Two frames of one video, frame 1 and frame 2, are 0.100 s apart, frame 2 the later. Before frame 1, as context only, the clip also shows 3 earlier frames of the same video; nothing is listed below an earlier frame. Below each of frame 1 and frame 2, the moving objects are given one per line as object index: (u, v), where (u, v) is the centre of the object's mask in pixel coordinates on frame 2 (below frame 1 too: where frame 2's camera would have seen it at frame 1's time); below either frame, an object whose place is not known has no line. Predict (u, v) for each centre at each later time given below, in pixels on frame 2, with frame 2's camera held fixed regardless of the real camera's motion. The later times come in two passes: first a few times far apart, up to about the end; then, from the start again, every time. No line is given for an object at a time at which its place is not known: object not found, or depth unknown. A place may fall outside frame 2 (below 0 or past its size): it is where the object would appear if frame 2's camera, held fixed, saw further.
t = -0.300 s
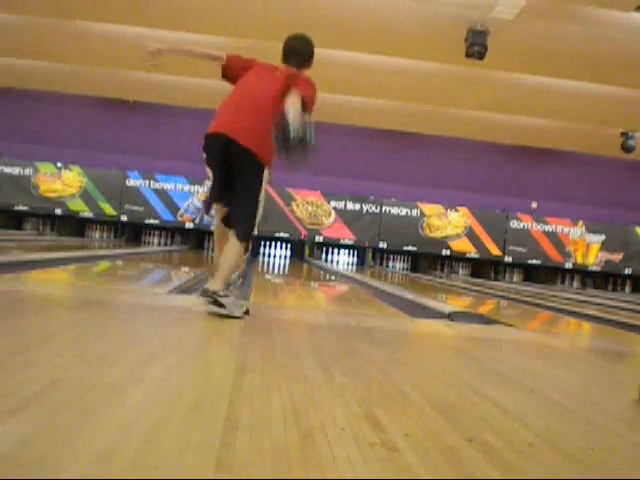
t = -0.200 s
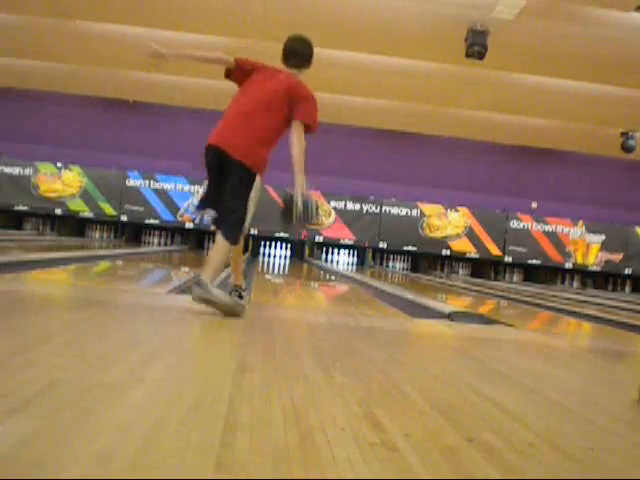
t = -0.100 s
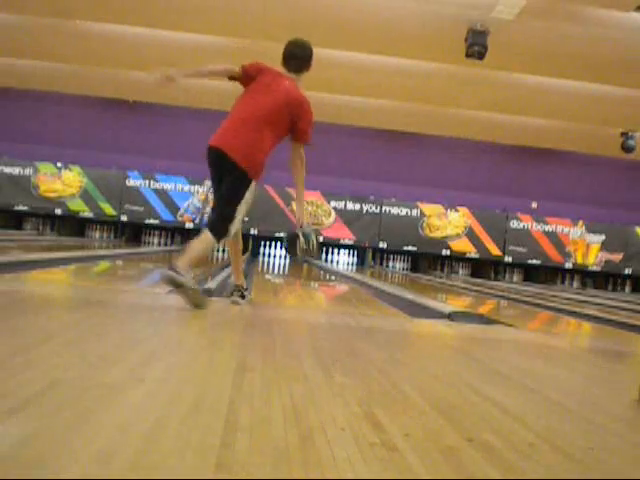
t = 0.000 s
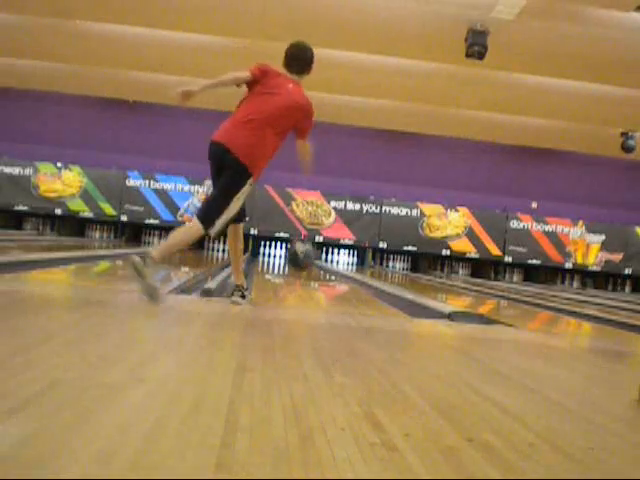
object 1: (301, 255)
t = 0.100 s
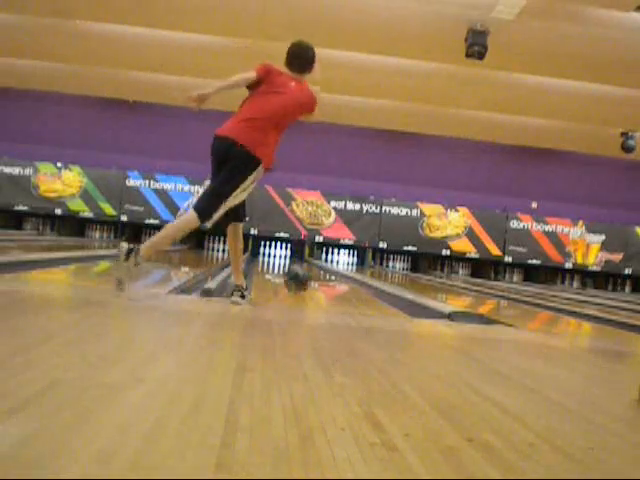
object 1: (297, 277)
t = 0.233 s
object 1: (297, 275)
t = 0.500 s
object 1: (296, 269)
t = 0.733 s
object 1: (299, 265)
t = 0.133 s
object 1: (297, 277)
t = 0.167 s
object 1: (298, 275)
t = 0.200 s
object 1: (298, 274)
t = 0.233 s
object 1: (297, 275)
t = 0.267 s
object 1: (298, 273)
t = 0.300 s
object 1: (297, 273)
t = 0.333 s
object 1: (297, 272)
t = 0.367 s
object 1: (297, 271)
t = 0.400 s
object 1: (297, 270)
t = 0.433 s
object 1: (296, 270)
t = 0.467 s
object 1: (297, 269)
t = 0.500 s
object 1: (296, 269)
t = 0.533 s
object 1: (297, 268)
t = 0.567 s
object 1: (298, 267)
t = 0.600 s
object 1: (298, 266)
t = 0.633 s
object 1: (298, 266)
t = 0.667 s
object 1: (298, 265)
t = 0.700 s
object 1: (299, 265)
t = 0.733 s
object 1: (299, 265)
